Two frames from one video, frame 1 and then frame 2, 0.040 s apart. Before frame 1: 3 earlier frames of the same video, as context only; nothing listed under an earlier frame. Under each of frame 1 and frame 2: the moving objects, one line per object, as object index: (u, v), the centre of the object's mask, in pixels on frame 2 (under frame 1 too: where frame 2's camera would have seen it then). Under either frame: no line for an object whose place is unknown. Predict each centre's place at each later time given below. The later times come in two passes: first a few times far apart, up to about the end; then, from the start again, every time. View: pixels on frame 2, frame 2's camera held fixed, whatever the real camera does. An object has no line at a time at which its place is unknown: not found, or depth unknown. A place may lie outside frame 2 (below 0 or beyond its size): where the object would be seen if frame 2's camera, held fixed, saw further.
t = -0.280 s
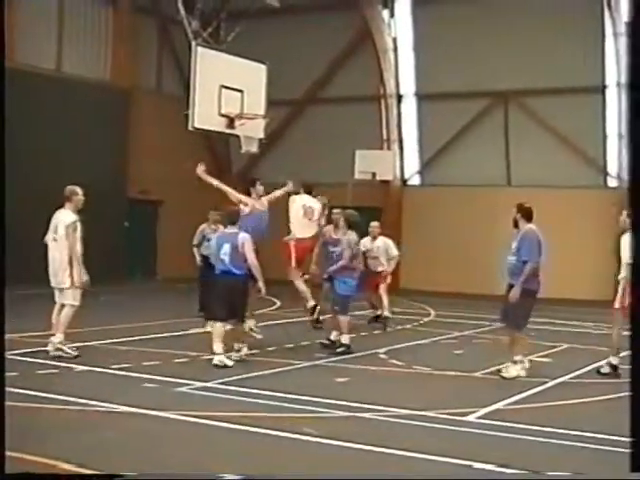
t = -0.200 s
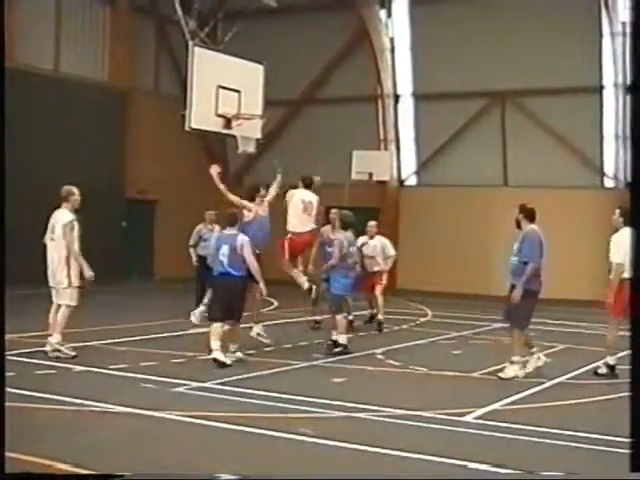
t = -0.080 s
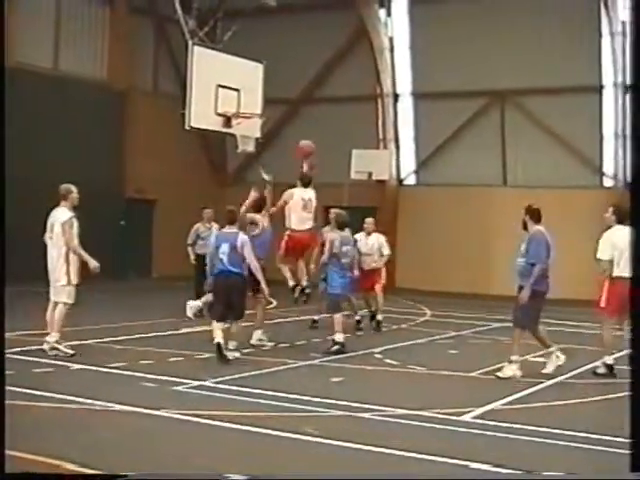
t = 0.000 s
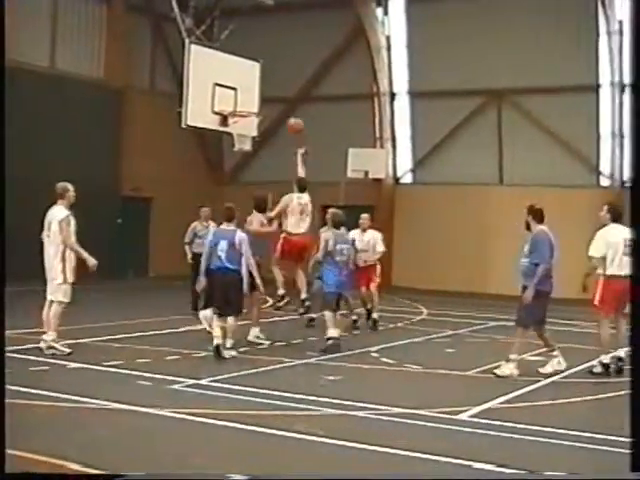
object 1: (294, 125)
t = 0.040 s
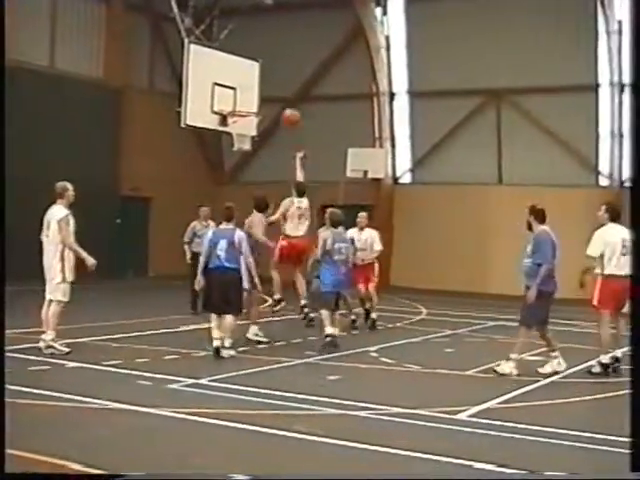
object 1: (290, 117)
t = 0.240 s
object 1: (270, 92)
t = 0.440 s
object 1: (251, 96)
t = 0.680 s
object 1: (231, 128)
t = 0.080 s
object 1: (287, 111)
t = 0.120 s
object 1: (282, 102)
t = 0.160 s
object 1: (279, 98)
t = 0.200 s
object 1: (274, 94)
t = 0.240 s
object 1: (270, 92)
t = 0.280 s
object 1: (268, 90)
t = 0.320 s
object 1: (264, 91)
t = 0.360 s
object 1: (260, 91)
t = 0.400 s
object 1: (257, 94)
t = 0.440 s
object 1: (251, 96)
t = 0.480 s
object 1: (248, 100)
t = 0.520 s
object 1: (242, 105)
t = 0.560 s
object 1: (239, 112)
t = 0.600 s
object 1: (234, 120)
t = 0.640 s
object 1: (232, 125)
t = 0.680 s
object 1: (231, 128)
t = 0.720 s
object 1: (231, 127)
